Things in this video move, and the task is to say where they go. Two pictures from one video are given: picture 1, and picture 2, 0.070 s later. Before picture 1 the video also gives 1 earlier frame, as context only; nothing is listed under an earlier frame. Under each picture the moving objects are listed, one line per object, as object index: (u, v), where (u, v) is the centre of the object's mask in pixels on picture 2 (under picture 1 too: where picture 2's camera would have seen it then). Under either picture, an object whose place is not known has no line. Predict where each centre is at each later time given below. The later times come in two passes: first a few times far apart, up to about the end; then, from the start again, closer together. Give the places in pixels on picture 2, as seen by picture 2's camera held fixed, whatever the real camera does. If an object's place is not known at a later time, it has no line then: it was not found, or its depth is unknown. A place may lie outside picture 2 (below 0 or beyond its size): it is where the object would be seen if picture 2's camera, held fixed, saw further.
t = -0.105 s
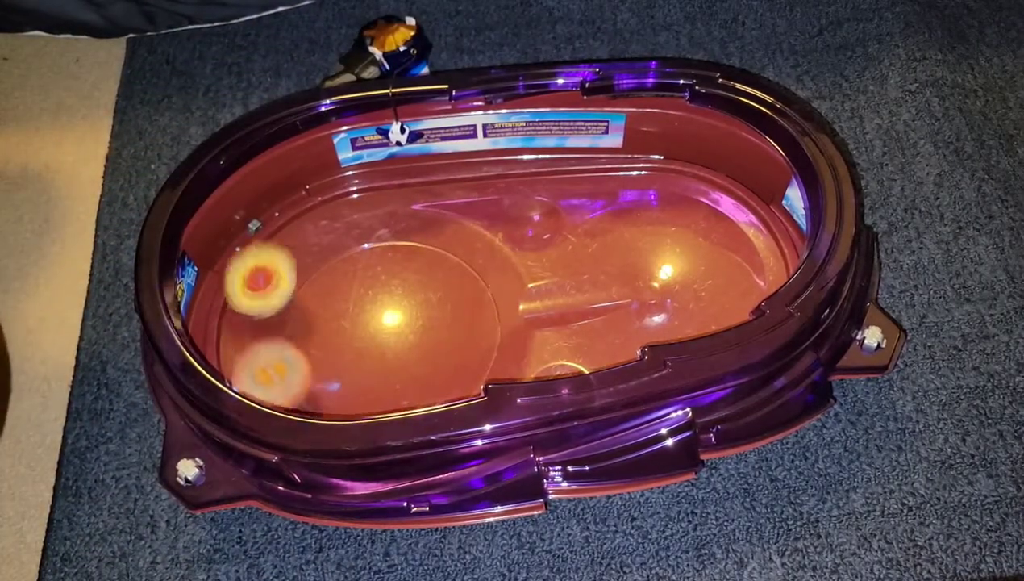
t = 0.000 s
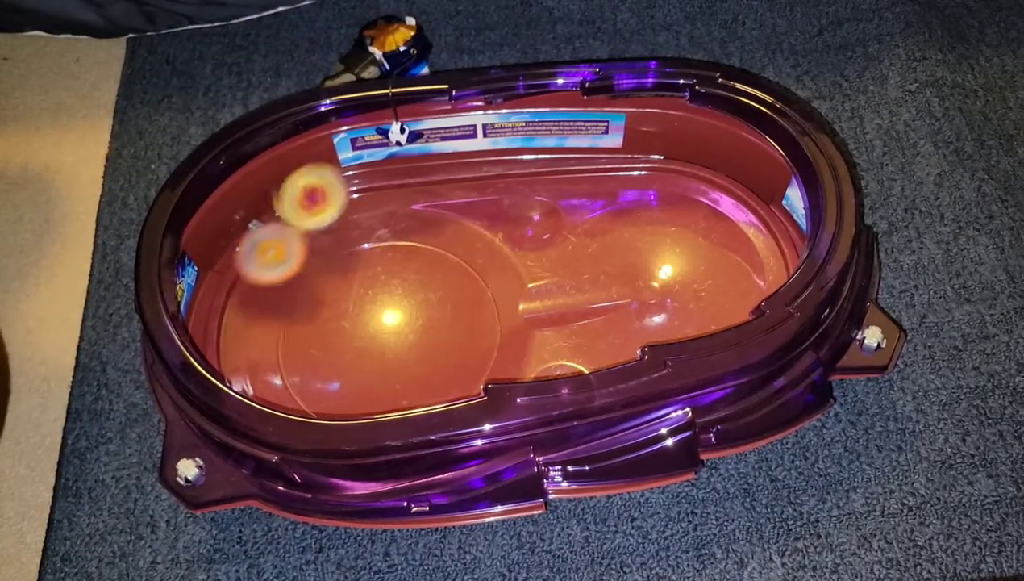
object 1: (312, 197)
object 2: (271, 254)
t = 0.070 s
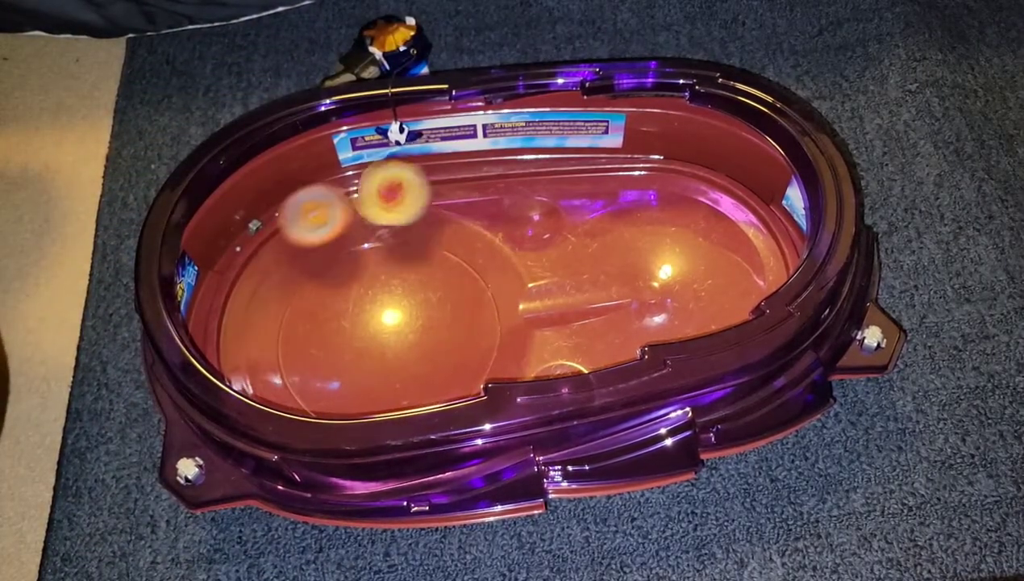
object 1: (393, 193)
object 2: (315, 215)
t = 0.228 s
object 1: (528, 213)
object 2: (458, 194)
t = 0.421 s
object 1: (612, 208)
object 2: (539, 214)
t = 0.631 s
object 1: (636, 213)
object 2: (503, 194)
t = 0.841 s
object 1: (652, 223)
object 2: (565, 186)
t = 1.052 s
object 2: (590, 226)
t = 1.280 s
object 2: (577, 278)
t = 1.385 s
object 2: (563, 303)
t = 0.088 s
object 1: (411, 195)
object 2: (329, 208)
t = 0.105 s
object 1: (429, 198)
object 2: (346, 201)
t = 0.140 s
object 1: (462, 201)
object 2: (379, 193)
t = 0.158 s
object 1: (476, 203)
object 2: (398, 191)
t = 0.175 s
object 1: (490, 205)
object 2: (415, 190)
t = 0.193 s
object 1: (503, 207)
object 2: (430, 191)
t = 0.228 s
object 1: (528, 213)
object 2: (458, 194)
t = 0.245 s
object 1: (538, 213)
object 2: (470, 196)
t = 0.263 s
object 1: (549, 212)
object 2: (481, 198)
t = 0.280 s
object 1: (559, 210)
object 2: (490, 202)
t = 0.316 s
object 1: (576, 209)
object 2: (506, 209)
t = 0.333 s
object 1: (584, 208)
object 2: (513, 212)
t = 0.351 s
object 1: (590, 208)
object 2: (520, 214)
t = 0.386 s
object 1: (606, 208)
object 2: (535, 215)
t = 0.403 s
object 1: (610, 208)
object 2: (538, 214)
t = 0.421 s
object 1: (612, 208)
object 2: (539, 214)
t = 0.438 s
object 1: (615, 208)
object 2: (539, 214)
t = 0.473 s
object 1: (620, 208)
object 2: (537, 214)
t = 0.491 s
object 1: (622, 208)
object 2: (534, 215)
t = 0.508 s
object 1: (625, 209)
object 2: (531, 215)
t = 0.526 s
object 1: (627, 209)
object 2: (526, 216)
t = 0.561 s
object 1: (631, 210)
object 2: (515, 213)
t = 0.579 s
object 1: (632, 211)
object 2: (510, 209)
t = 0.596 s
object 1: (634, 211)
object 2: (506, 205)
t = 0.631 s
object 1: (636, 213)
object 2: (503, 194)
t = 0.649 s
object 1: (638, 213)
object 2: (504, 190)
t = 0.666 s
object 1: (639, 213)
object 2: (505, 185)
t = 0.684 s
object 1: (640, 214)
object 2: (508, 182)
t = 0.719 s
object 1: (642, 215)
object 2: (515, 177)
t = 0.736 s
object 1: (643, 216)
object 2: (520, 176)
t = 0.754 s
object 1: (644, 217)
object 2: (525, 175)
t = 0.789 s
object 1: (647, 220)
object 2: (546, 178)
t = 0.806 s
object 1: (649, 221)
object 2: (553, 180)
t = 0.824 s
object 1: (650, 222)
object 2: (559, 183)
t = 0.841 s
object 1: (652, 223)
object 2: (565, 186)
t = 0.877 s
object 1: (654, 226)
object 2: (576, 192)
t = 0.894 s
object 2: (581, 197)
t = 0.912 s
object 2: (586, 200)
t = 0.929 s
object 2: (591, 204)
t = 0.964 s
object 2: (593, 211)
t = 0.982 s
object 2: (592, 214)
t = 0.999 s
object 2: (591, 217)
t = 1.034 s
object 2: (591, 224)
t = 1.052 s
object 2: (590, 226)
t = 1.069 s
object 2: (589, 231)
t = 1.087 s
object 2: (589, 233)
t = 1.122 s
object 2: (587, 240)
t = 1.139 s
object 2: (586, 243)
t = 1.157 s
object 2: (585, 246)
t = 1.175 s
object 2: (583, 249)
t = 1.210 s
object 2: (577, 258)
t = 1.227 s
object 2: (575, 262)
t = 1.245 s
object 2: (575, 267)
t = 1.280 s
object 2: (577, 278)
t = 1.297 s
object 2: (578, 285)
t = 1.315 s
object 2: (577, 290)
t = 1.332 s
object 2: (575, 294)
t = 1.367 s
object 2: (568, 300)
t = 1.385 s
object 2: (563, 303)
